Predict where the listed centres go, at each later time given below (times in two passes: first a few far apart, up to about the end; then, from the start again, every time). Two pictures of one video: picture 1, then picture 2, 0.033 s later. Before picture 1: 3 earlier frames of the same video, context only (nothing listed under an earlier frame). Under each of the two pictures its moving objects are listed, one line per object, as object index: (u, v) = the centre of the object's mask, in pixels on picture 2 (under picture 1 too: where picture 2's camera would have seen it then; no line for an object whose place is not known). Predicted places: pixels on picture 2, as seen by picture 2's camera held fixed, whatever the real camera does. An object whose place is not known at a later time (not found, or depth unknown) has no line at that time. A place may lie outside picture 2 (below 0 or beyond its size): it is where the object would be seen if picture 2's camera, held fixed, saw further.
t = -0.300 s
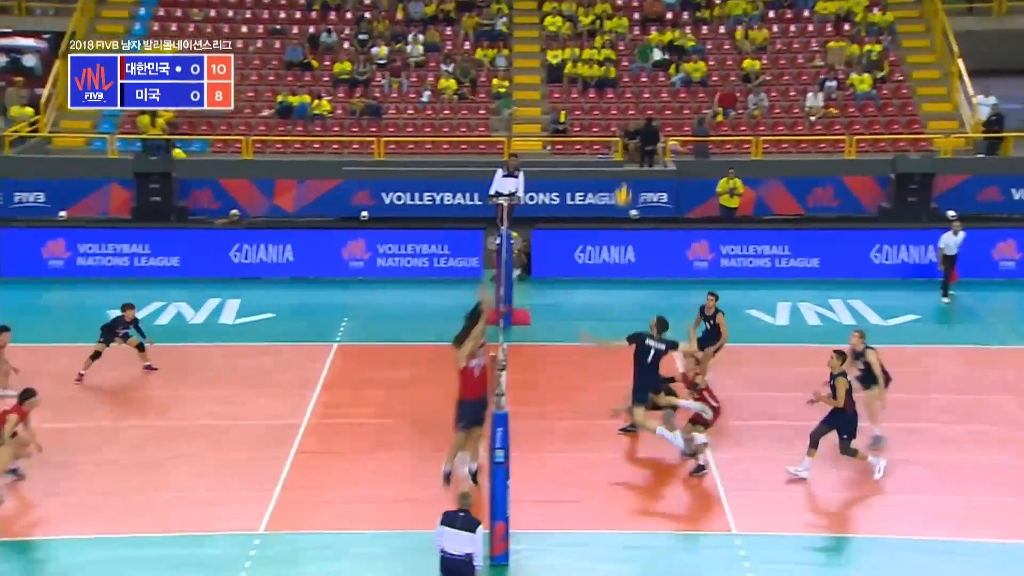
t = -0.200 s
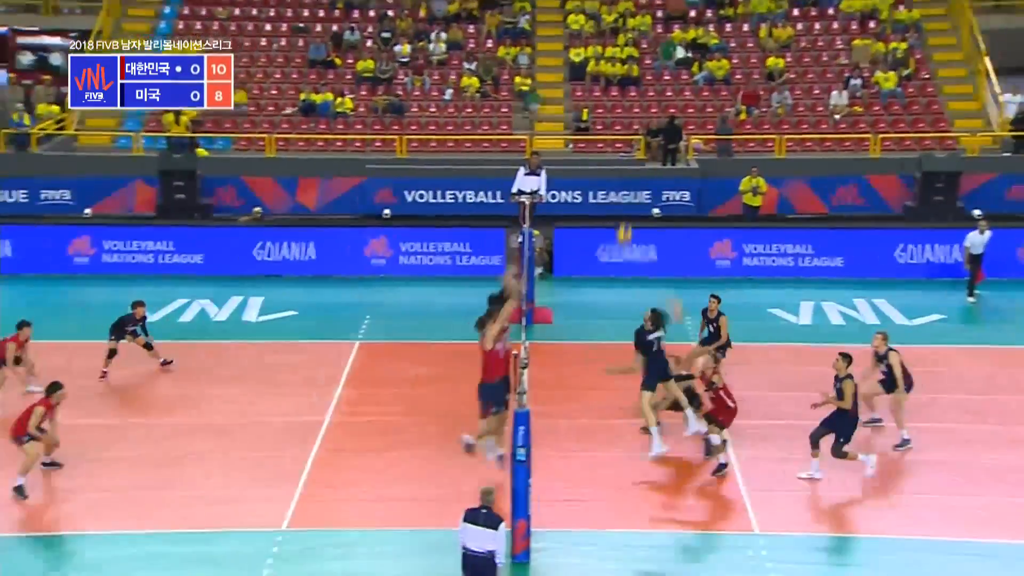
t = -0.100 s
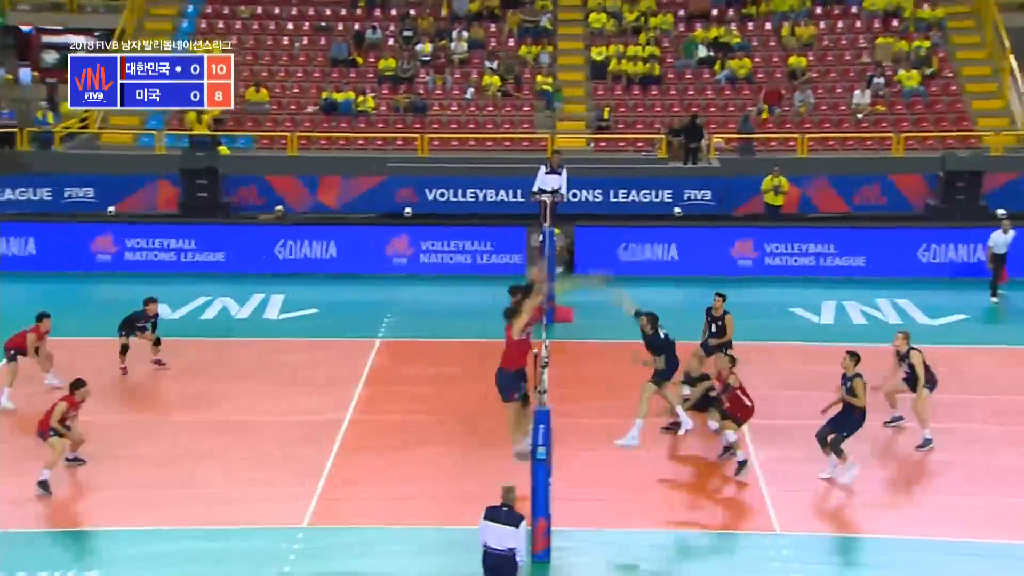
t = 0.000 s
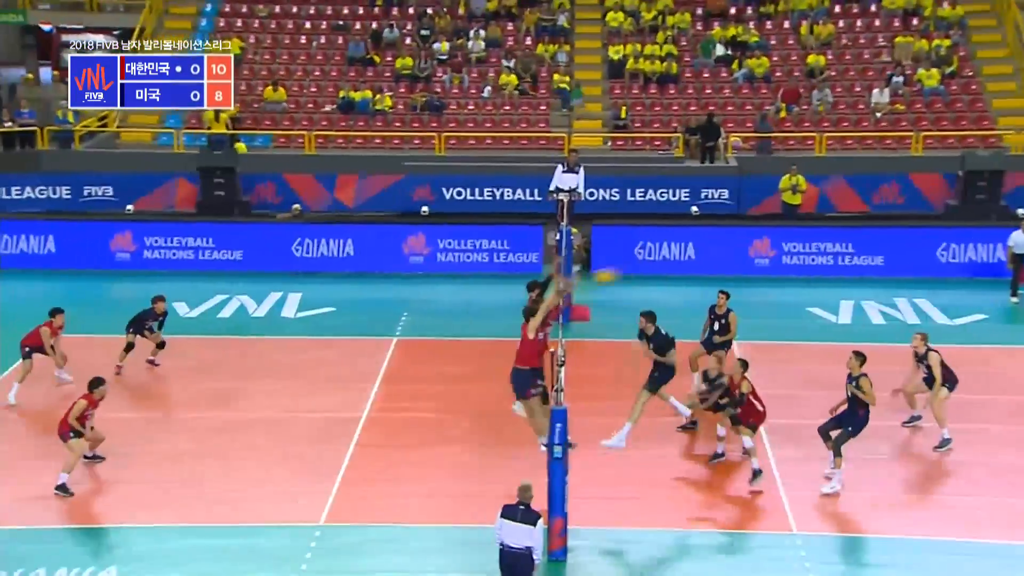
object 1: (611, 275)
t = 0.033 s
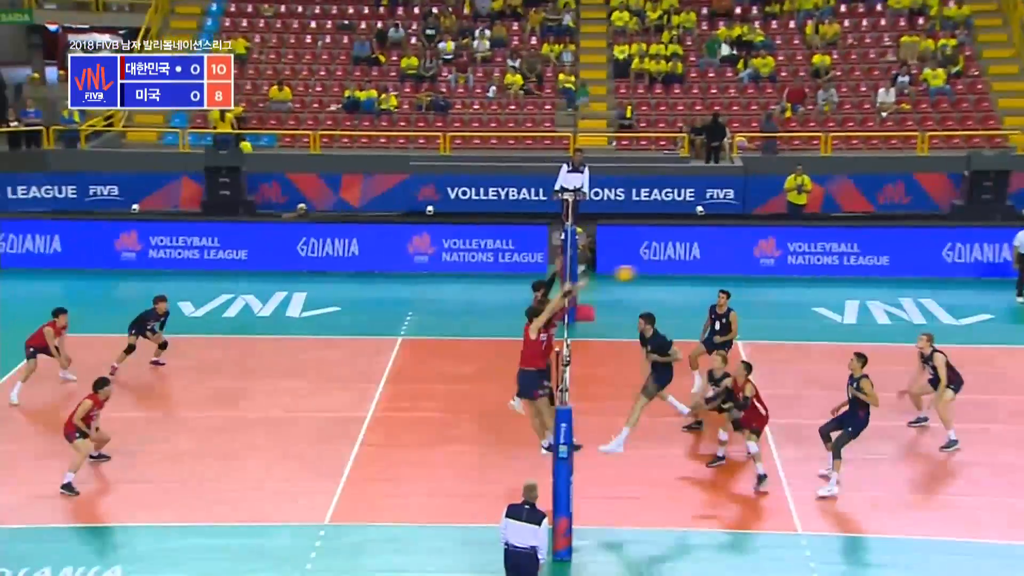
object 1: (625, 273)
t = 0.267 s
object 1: (729, 285)
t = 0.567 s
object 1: (875, 379)
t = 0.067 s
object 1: (639, 272)
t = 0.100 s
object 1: (653, 272)
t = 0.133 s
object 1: (668, 272)
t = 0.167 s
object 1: (683, 273)
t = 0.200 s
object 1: (698, 277)
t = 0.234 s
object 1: (713, 281)
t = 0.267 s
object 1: (729, 285)
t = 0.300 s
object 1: (744, 291)
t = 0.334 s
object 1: (760, 297)
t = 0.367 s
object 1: (776, 306)
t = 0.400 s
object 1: (792, 315)
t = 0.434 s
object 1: (808, 325)
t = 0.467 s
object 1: (824, 337)
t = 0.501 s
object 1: (839, 349)
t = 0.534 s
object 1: (856, 364)
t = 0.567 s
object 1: (875, 379)
